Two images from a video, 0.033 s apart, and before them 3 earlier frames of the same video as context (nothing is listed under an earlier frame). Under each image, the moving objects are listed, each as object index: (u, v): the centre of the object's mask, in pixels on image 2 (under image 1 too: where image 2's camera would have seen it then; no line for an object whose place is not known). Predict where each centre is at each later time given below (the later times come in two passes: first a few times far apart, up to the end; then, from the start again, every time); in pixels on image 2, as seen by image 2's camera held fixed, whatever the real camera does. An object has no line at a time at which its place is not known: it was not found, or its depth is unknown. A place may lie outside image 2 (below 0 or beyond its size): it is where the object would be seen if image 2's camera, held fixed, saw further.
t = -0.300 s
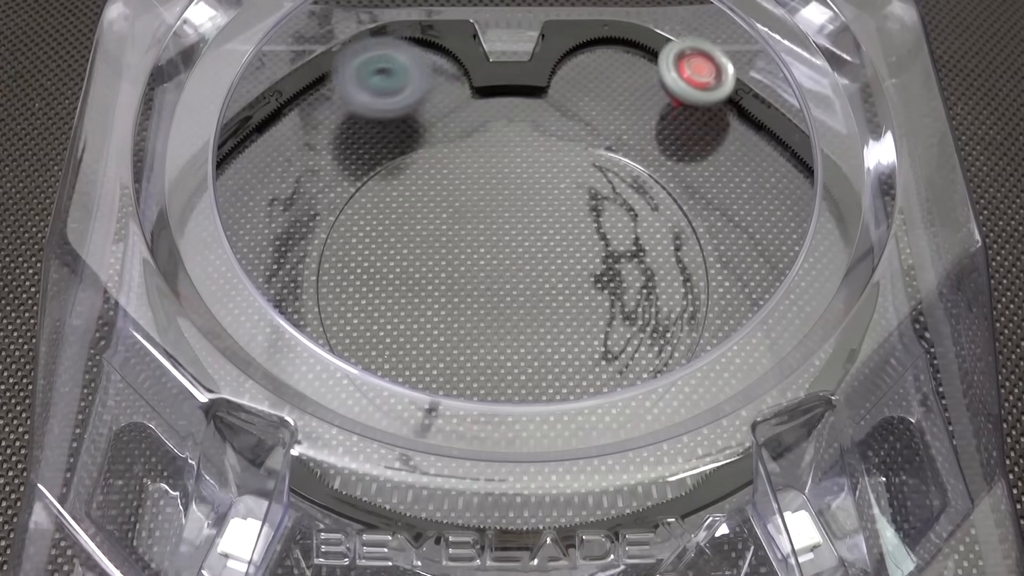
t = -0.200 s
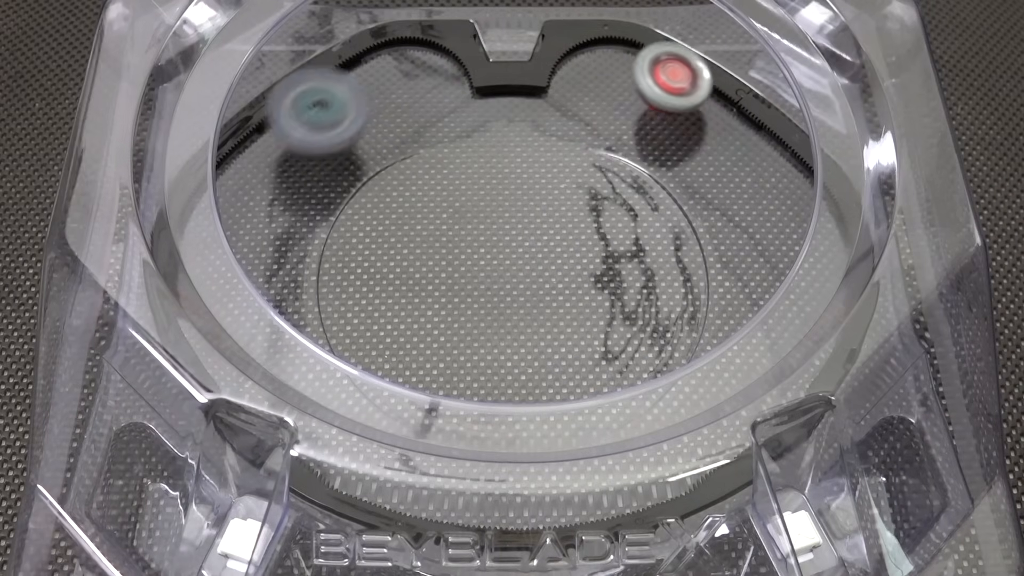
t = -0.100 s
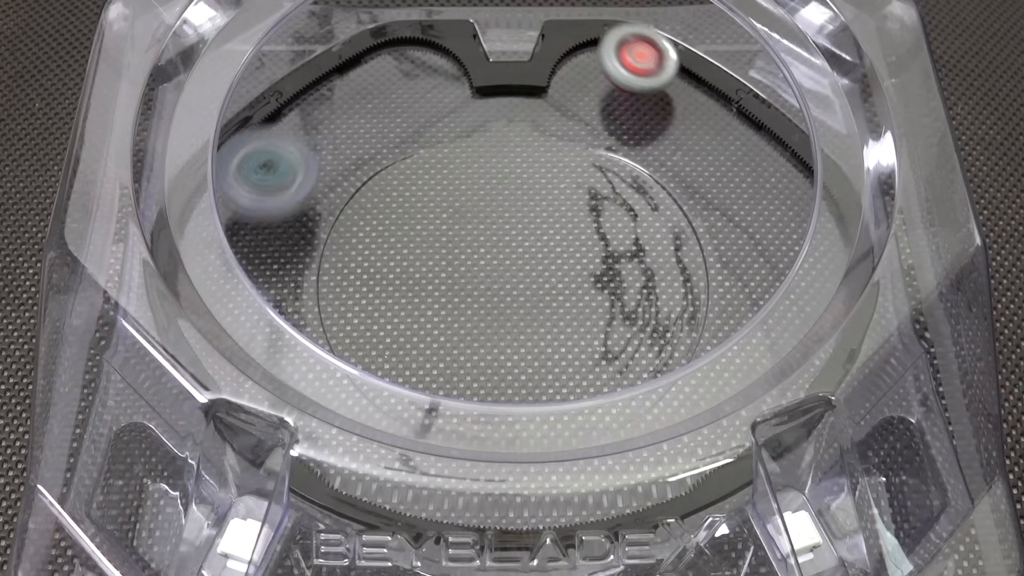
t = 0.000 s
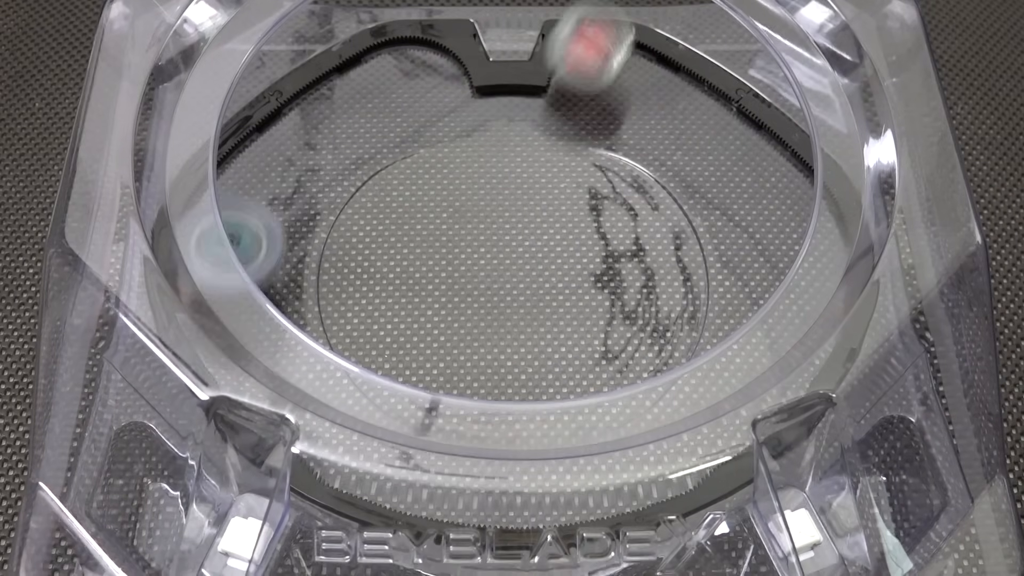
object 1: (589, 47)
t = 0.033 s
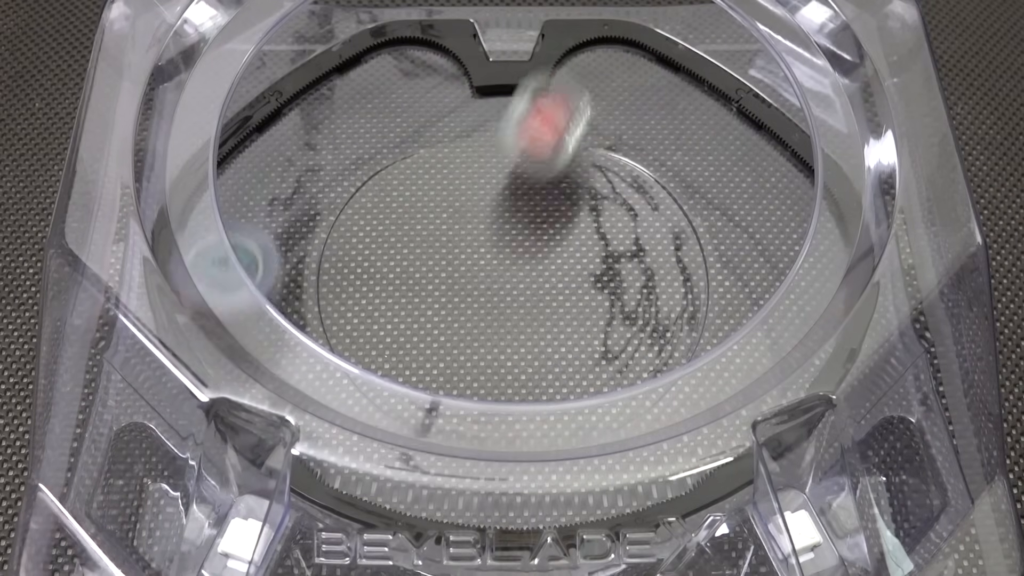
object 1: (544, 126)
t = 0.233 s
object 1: (414, 363)
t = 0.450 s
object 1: (721, 187)
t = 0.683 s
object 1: (457, 47)
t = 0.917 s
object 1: (617, 489)
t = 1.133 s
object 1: (607, 36)
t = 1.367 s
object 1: (283, 384)
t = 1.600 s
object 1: (765, 432)
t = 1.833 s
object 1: (847, 329)
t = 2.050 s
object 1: (611, 250)
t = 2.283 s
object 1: (261, 232)
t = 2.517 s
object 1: (295, 336)
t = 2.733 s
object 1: (378, 326)
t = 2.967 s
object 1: (494, 217)
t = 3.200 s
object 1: (485, 189)
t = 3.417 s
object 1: (431, 140)
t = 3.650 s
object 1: (427, 158)
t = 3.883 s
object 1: (476, 134)
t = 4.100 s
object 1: (523, 76)
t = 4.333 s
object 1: (589, 120)
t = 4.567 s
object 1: (675, 434)
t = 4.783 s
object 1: (691, 430)
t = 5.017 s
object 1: (778, 369)
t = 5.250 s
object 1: (772, 243)
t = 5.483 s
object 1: (760, 318)
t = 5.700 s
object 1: (660, 164)
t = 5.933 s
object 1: (406, 86)
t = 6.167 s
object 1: (205, 248)
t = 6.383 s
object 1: (580, 475)
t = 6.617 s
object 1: (730, 82)
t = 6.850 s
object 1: (411, 186)
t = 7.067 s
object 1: (368, 318)
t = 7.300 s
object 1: (484, 229)
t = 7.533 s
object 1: (396, 129)
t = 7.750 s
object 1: (410, 184)
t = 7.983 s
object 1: (581, 207)
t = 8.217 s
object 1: (591, 121)
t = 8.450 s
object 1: (515, 225)
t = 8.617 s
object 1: (591, 326)
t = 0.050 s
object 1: (520, 175)
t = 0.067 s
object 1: (495, 225)
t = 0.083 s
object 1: (470, 271)
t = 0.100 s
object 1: (448, 307)
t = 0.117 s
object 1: (425, 344)
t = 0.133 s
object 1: (401, 386)
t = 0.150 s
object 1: (376, 425)
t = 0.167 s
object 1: (349, 475)
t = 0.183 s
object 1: (359, 454)
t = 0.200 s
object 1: (383, 409)
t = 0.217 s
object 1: (393, 394)
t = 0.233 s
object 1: (414, 363)
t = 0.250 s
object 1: (423, 355)
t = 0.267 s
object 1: (438, 347)
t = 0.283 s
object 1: (468, 334)
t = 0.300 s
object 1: (502, 323)
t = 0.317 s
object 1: (537, 314)
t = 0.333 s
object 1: (569, 309)
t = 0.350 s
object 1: (602, 306)
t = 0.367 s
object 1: (629, 288)
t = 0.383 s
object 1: (650, 266)
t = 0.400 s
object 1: (672, 249)
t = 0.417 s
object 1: (693, 234)
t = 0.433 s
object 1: (710, 211)
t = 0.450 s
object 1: (721, 187)
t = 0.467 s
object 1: (731, 166)
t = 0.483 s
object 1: (740, 149)
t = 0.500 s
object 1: (749, 135)
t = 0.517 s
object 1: (756, 124)
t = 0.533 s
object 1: (762, 106)
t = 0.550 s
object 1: (733, 89)
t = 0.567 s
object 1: (699, 76)
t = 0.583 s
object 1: (664, 66)
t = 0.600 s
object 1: (627, 60)
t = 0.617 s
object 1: (591, 58)
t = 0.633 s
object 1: (555, 59)
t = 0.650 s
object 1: (520, 56)
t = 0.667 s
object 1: (489, 50)
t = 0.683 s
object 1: (457, 47)
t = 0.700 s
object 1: (425, 47)
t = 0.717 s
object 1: (393, 47)
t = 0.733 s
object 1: (365, 43)
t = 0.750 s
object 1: (341, 73)
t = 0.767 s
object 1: (324, 126)
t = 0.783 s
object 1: (306, 182)
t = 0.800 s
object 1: (289, 237)
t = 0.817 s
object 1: (272, 299)
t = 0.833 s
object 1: (252, 352)
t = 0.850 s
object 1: (247, 414)
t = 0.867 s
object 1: (342, 449)
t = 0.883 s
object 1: (436, 471)
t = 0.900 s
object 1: (530, 507)
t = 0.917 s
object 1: (617, 489)
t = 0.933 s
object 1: (711, 434)
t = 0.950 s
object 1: (788, 383)
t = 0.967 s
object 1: (829, 332)
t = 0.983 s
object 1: (868, 279)
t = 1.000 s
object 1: (897, 224)
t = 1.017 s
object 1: (877, 171)
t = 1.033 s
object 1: (842, 123)
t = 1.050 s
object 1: (798, 78)
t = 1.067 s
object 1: (763, 35)
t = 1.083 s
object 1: (735, 13)
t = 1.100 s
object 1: (678, 11)
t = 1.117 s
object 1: (644, 21)
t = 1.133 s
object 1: (607, 36)
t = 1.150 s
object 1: (569, 61)
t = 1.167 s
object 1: (531, 84)
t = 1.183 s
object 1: (492, 109)
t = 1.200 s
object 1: (454, 137)
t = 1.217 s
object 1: (417, 164)
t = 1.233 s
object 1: (382, 190)
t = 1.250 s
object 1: (348, 217)
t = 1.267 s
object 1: (318, 243)
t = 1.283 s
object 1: (299, 268)
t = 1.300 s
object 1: (291, 284)
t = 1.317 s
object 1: (268, 318)
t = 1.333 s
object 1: (245, 359)
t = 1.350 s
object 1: (246, 380)
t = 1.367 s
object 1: (283, 384)
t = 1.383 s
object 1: (320, 393)
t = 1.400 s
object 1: (357, 422)
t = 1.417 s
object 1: (393, 431)
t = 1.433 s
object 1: (447, 452)
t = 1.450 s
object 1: (481, 473)
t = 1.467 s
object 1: (523, 492)
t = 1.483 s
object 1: (559, 495)
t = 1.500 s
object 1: (590, 495)
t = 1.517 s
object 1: (623, 495)
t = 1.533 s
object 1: (657, 487)
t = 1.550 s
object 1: (689, 474)
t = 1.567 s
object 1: (708, 463)
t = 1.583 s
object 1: (729, 450)
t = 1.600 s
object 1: (765, 432)
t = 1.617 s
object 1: (784, 419)
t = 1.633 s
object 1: (796, 411)
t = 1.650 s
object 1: (809, 401)
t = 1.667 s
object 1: (824, 395)
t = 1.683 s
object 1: (836, 389)
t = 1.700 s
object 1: (840, 380)
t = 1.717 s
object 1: (853, 375)
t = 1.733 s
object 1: (858, 369)
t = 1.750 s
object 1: (862, 363)
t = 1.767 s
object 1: (863, 357)
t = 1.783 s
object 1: (859, 349)
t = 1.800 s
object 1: (857, 343)
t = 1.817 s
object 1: (852, 335)
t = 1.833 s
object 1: (847, 329)
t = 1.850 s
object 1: (840, 323)
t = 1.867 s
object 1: (831, 315)
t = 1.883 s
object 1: (821, 313)
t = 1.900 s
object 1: (806, 311)
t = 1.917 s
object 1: (786, 300)
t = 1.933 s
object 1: (773, 294)
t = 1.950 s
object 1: (745, 285)
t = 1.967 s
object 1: (731, 282)
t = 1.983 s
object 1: (711, 277)
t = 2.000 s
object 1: (687, 274)
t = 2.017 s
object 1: (663, 269)
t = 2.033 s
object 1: (639, 260)
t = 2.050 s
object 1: (611, 250)
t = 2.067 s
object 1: (583, 241)
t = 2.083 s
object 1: (553, 232)
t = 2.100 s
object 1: (523, 225)
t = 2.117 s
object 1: (492, 219)
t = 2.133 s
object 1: (462, 214)
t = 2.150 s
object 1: (433, 210)
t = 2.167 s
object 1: (404, 207)
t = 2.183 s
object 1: (376, 207)
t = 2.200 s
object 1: (349, 207)
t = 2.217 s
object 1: (324, 210)
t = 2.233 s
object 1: (305, 212)
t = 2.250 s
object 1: (287, 216)
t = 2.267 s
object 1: (270, 224)
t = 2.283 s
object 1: (261, 232)
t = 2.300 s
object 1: (236, 245)
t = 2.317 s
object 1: (214, 252)
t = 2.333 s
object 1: (194, 258)
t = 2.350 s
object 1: (188, 266)
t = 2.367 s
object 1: (213, 274)
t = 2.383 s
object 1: (242, 284)
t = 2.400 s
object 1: (262, 297)
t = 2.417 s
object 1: (293, 313)
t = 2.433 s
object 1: (318, 327)
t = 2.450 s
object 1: (339, 328)
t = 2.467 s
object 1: (325, 328)
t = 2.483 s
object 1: (314, 327)
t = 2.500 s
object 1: (305, 330)
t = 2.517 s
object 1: (295, 336)
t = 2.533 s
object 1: (290, 342)
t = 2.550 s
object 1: (287, 349)
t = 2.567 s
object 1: (270, 364)
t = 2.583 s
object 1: (268, 379)
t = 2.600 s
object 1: (280, 380)
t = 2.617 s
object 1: (303, 369)
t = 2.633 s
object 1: (313, 365)
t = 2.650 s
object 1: (319, 359)
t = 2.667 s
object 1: (346, 341)
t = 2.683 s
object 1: (352, 338)
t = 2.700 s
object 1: (359, 334)
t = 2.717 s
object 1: (368, 331)
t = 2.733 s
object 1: (378, 326)
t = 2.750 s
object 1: (391, 316)
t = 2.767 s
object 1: (401, 309)
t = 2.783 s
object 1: (413, 300)
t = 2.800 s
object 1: (424, 291)
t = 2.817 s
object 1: (435, 282)
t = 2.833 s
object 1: (444, 273)
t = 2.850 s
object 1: (453, 263)
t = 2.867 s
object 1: (463, 254)
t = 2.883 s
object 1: (471, 244)
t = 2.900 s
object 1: (479, 236)
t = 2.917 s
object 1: (485, 225)
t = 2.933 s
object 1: (489, 222)
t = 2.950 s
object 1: (493, 219)
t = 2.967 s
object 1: (494, 217)
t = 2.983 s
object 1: (497, 218)
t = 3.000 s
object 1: (499, 219)
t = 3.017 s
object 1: (500, 217)
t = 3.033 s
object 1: (501, 217)
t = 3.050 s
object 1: (502, 215)
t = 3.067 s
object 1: (502, 213)
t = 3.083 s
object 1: (501, 210)
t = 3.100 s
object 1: (500, 209)
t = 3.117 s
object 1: (499, 205)
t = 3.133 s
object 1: (497, 203)
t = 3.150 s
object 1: (495, 201)
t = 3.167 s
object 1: (492, 198)
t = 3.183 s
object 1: (489, 194)
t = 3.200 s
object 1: (485, 189)
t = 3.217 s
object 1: (482, 187)
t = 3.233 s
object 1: (478, 183)
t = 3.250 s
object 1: (474, 179)
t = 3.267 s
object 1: (469, 175)
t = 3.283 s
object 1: (465, 171)
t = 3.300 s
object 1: (460, 166)
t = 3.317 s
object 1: (456, 163)
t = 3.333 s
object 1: (451, 157)
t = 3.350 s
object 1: (447, 154)
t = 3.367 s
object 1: (442, 151)
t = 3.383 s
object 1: (439, 147)
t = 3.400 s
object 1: (435, 143)
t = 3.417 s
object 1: (431, 140)
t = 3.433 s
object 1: (427, 136)
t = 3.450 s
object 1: (424, 132)
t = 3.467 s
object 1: (421, 130)
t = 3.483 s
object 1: (420, 131)
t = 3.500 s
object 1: (418, 132)
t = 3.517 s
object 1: (417, 135)
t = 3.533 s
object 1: (417, 140)
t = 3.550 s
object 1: (418, 144)
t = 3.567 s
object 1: (418, 147)
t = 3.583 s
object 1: (419, 150)
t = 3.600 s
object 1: (421, 153)
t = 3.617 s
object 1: (423, 156)
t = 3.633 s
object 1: (425, 157)
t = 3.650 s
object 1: (427, 158)
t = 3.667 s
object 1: (430, 159)
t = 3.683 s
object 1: (433, 160)
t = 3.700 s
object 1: (437, 160)
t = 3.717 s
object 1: (439, 160)
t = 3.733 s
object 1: (443, 159)
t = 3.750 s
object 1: (447, 157)
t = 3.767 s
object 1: (451, 156)
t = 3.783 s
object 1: (454, 153)
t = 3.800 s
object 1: (458, 150)
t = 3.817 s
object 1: (461, 147)
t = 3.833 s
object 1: (465, 144)
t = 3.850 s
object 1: (468, 141)
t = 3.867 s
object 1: (471, 138)
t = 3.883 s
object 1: (476, 134)
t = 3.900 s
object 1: (479, 130)
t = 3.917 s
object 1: (482, 126)
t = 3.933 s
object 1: (486, 122)
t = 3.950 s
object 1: (489, 117)
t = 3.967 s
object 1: (492, 112)
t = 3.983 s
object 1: (496, 107)
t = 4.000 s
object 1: (500, 102)
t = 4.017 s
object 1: (504, 97)
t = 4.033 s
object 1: (508, 91)
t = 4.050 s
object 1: (512, 84)
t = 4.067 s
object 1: (516, 78)
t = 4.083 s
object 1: (520, 74)
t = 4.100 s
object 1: (523, 76)
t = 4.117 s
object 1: (527, 82)
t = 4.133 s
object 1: (530, 86)
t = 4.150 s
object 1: (534, 88)
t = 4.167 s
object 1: (538, 93)
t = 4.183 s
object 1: (542, 95)
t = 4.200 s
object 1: (547, 98)
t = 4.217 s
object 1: (552, 101)
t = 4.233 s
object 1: (557, 104)
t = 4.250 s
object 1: (562, 107)
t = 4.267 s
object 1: (568, 110)
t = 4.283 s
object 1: (573, 113)
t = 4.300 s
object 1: (579, 116)
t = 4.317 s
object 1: (584, 117)
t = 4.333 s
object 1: (589, 120)
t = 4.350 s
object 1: (594, 123)
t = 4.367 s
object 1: (603, 135)
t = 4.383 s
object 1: (612, 155)
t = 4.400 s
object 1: (621, 179)
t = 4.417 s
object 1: (632, 210)
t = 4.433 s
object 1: (640, 243)
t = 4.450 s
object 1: (649, 279)
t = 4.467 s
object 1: (655, 306)
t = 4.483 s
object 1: (661, 326)
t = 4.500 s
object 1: (667, 353)
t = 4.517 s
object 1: (670, 375)
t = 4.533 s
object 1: (670, 386)
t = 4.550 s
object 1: (675, 413)
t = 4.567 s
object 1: (675, 434)
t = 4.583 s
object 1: (675, 458)
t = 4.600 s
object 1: (676, 474)
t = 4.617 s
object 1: (678, 478)
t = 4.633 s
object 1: (681, 471)
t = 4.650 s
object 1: (683, 464)
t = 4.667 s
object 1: (684, 461)
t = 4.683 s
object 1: (685, 462)
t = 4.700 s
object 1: (686, 464)
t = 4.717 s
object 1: (686, 461)
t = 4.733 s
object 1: (687, 453)
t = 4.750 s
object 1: (687, 448)
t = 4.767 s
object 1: (689, 439)
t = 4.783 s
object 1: (691, 430)
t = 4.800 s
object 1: (692, 424)
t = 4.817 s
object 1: (697, 419)
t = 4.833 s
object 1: (702, 415)
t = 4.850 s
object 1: (706, 409)
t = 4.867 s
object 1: (711, 403)
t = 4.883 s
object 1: (717, 397)
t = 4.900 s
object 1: (722, 392)
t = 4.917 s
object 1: (729, 387)
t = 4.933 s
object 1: (737, 383)
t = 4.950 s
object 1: (745, 381)
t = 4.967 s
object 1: (753, 377)
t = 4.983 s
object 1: (760, 374)
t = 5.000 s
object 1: (769, 372)
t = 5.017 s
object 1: (778, 369)
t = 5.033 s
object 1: (788, 367)
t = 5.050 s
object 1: (791, 356)
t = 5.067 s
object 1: (793, 343)
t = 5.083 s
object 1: (790, 332)
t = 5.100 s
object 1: (785, 319)
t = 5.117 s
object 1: (783, 305)
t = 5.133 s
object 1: (784, 296)
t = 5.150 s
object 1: (784, 286)
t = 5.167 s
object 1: (782, 276)
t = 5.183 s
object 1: (780, 267)
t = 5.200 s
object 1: (778, 259)
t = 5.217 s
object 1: (776, 253)
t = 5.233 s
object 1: (774, 247)
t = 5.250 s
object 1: (772, 243)
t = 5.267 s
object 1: (768, 239)
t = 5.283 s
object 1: (767, 238)
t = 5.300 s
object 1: (766, 236)
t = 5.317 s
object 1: (765, 237)
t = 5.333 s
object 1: (763, 238)
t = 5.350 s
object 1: (762, 241)
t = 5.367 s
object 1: (760, 245)
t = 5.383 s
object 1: (758, 250)
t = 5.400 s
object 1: (755, 257)
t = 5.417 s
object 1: (753, 266)
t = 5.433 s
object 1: (755, 277)
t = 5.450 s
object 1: (757, 290)
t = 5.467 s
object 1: (759, 305)
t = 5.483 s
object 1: (760, 318)
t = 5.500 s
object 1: (761, 330)
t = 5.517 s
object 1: (770, 349)
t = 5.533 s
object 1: (775, 365)
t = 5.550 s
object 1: (778, 375)
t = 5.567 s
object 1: (775, 359)
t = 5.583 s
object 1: (756, 328)
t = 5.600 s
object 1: (742, 301)
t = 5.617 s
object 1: (729, 280)
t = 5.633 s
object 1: (716, 253)
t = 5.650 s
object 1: (703, 229)
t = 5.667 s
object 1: (689, 206)
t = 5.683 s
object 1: (676, 183)
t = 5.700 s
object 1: (660, 164)
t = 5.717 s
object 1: (643, 144)
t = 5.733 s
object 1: (625, 129)
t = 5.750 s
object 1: (607, 115)
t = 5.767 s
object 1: (588, 102)
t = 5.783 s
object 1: (569, 93)
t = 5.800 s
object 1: (551, 84)
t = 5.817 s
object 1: (532, 76)
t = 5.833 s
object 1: (514, 72)
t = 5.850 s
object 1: (497, 69)
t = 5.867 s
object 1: (479, 68)
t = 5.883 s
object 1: (461, 71)
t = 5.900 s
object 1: (443, 74)
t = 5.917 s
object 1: (424, 80)
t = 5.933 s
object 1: (406, 86)
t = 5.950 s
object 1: (387, 94)
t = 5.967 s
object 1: (370, 104)
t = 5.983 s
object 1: (351, 114)
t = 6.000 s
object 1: (334, 124)
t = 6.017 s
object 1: (315, 135)
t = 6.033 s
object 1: (296, 144)
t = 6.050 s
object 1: (278, 155)
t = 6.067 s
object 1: (260, 166)
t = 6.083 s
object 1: (248, 176)
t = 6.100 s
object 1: (218, 189)
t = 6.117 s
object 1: (202, 198)
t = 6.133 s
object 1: (178, 210)
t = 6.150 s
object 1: (183, 225)
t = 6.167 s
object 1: (205, 248)
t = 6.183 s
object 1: (223, 272)
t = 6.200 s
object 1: (243, 304)
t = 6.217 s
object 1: (261, 335)
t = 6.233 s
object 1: (288, 367)
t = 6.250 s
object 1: (301, 386)
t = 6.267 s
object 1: (328, 423)
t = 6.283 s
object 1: (352, 441)
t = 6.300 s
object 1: (387, 455)
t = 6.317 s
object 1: (431, 472)
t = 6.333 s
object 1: (464, 477)
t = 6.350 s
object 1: (502, 482)
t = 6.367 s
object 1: (534, 487)
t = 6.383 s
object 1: (580, 475)
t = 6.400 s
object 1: (619, 461)
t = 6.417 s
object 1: (660, 447)
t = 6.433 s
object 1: (694, 437)
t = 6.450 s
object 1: (729, 419)
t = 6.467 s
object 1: (755, 382)
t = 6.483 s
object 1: (786, 338)
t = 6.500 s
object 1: (811, 312)
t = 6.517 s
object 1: (834, 270)
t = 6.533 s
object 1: (848, 231)
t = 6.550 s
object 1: (839, 198)
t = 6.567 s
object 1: (822, 163)
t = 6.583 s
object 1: (798, 130)
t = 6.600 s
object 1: (762, 103)
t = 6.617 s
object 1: (730, 82)
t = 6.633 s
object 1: (696, 62)
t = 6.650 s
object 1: (662, 42)
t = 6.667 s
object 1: (634, 27)
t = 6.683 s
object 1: (608, 18)
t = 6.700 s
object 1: (587, 22)
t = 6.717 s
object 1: (566, 31)
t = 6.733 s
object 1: (546, 45)
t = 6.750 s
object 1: (526, 65)
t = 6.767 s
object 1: (504, 89)
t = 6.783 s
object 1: (485, 113)
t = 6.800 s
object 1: (465, 133)
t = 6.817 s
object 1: (448, 148)
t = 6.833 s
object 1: (429, 167)
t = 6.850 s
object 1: (411, 186)
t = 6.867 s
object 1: (395, 201)
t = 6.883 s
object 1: (379, 217)
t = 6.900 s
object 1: (365, 230)
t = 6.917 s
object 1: (352, 242)
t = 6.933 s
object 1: (340, 251)
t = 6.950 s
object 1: (329, 258)
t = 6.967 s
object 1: (328, 263)
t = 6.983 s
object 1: (330, 271)
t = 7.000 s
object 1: (332, 281)
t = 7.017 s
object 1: (338, 292)
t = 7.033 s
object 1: (348, 303)
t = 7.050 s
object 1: (357, 312)
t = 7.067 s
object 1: (368, 318)
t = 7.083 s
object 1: (377, 323)
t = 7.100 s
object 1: (388, 324)
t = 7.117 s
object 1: (399, 323)
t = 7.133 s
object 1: (412, 321)
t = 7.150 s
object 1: (425, 317)
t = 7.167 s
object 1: (437, 311)
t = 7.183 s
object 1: (448, 304)
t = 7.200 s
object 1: (457, 296)
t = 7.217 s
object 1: (465, 286)
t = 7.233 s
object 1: (471, 275)
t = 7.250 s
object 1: (476, 265)
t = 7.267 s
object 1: (480, 254)
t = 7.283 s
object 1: (483, 242)
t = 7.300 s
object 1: (484, 229)
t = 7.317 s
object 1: (484, 217)
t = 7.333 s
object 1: (482, 206)
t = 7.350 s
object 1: (479, 195)
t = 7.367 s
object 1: (475, 184)
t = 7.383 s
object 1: (470, 174)
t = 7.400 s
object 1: (464, 164)
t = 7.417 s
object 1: (456, 154)
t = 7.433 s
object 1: (447, 147)
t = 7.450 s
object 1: (438, 141)
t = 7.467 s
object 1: (428, 135)
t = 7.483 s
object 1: (418, 131)
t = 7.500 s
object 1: (409, 129)
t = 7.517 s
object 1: (401, 129)
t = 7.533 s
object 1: (396, 129)
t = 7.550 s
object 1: (394, 130)
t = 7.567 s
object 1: (394, 131)
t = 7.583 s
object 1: (395, 133)
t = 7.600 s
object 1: (395, 135)
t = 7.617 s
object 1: (395, 138)
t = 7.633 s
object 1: (395, 144)
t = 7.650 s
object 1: (395, 150)
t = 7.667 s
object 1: (396, 154)
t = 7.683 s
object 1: (398, 159)
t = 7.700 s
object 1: (400, 163)
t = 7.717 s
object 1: (403, 170)
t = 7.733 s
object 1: (406, 176)
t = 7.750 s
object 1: (410, 184)
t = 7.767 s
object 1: (416, 192)
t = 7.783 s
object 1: (424, 199)
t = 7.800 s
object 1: (434, 208)
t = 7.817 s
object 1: (445, 215)
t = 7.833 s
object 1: (457, 220)
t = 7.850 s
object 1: (470, 224)
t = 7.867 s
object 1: (484, 227)
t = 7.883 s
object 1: (499, 228)
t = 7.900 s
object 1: (514, 228)
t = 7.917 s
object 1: (529, 226)
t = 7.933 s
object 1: (544, 223)
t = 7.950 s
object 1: (557, 219)
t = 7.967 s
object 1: (570, 213)
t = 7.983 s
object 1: (581, 207)
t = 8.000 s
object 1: (592, 199)
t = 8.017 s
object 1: (600, 192)
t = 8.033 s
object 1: (608, 183)
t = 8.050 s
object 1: (613, 174)
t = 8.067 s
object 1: (617, 165)
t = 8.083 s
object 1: (619, 155)
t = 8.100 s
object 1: (620, 147)
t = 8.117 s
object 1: (621, 139)
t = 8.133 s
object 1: (619, 134)
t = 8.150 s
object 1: (615, 131)
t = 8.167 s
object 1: (609, 130)
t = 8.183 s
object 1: (603, 127)
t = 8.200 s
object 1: (597, 124)
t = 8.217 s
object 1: (591, 121)
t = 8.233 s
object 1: (586, 119)
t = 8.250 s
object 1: (581, 120)
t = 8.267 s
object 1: (576, 121)
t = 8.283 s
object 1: (569, 123)
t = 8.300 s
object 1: (561, 127)
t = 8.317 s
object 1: (553, 133)
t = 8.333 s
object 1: (545, 141)
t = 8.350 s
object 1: (537, 150)
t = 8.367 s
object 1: (530, 161)
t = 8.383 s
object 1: (524, 172)
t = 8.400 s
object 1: (520, 184)
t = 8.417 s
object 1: (517, 197)
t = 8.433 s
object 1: (515, 211)
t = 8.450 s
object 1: (515, 225)
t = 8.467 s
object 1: (518, 239)
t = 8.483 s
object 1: (521, 252)
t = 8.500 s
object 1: (526, 265)
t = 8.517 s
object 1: (533, 277)
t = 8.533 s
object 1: (540, 288)
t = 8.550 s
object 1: (550, 297)
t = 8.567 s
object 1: (559, 306)
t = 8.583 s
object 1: (568, 313)
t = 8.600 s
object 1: (579, 320)
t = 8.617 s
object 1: (591, 326)
